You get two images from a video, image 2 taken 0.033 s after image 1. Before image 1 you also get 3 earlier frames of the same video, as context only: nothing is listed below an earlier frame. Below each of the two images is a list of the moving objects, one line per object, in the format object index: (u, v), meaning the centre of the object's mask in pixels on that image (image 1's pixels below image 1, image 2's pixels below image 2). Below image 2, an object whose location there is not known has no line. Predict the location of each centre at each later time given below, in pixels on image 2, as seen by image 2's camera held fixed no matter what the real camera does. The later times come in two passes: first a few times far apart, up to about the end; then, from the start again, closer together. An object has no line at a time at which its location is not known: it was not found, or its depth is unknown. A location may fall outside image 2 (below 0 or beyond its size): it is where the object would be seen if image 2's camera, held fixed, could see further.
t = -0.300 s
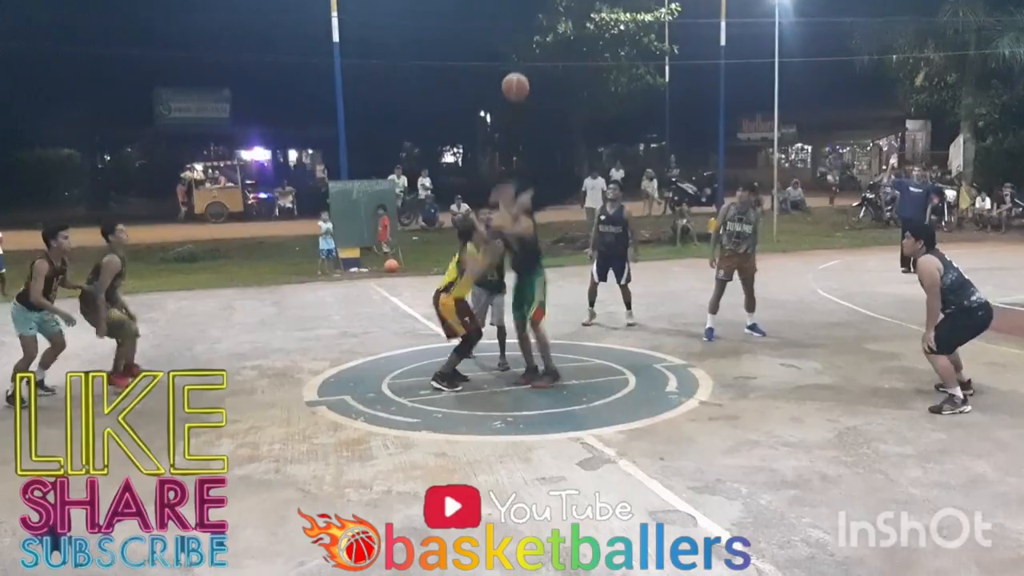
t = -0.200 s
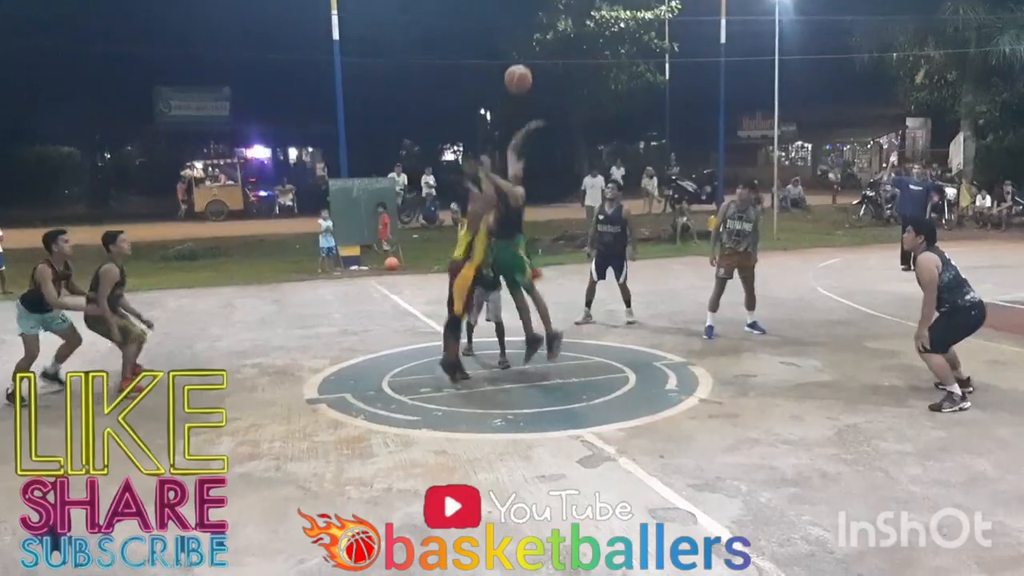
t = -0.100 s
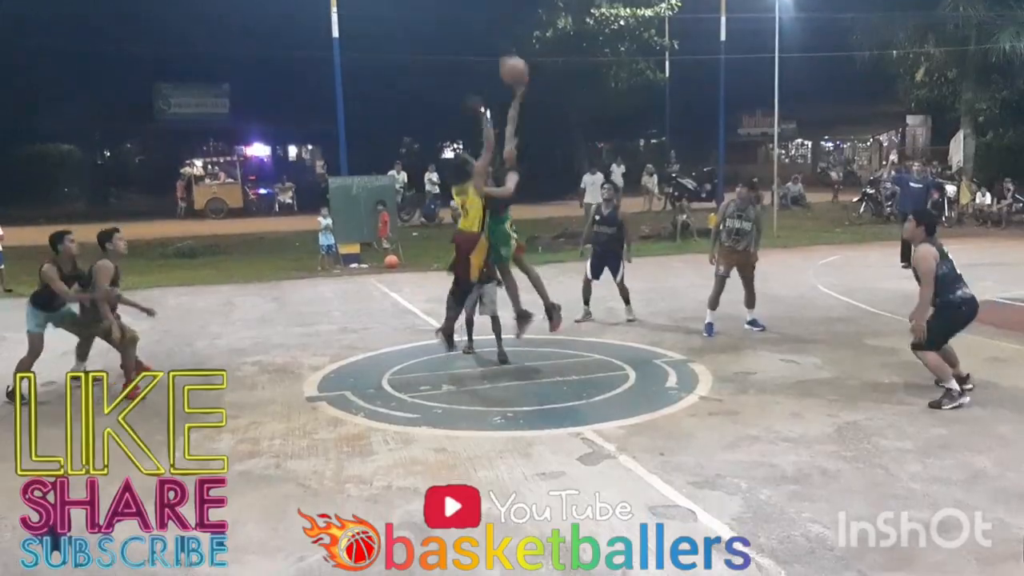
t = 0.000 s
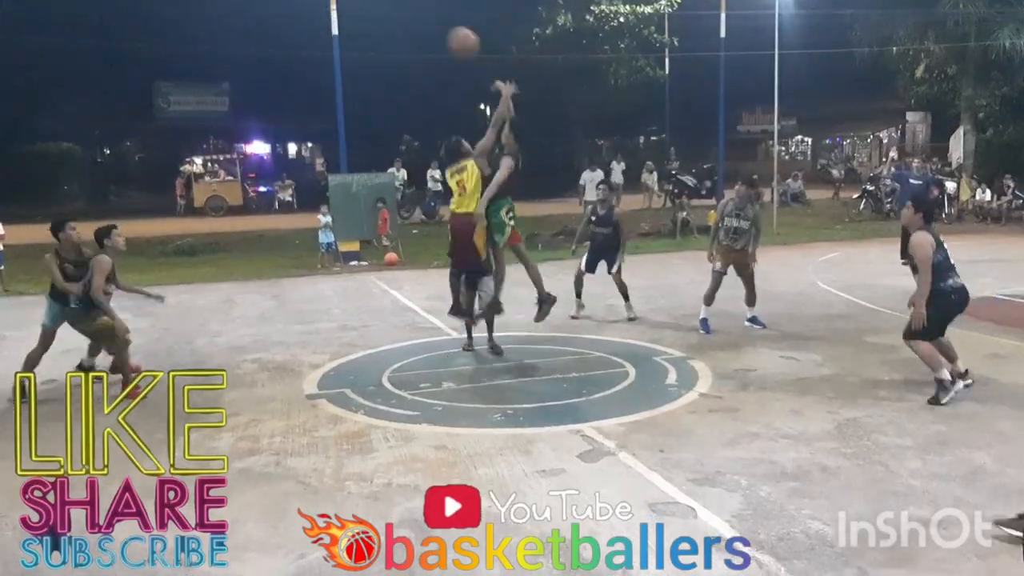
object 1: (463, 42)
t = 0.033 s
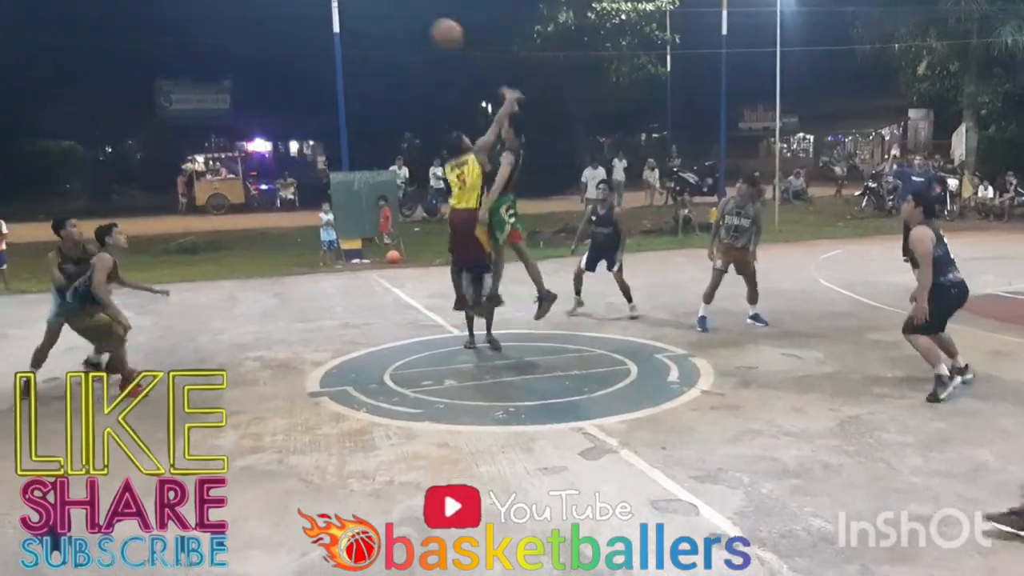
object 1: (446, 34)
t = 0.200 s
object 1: (361, 22)
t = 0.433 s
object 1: (250, 56)
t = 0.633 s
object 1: (169, 126)
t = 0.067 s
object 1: (429, 29)
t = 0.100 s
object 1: (412, 25)
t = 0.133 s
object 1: (394, 23)
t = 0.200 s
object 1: (361, 22)
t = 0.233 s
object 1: (345, 23)
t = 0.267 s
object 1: (327, 26)
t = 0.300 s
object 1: (311, 29)
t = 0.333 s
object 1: (296, 34)
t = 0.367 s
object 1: (280, 40)
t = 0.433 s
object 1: (250, 56)
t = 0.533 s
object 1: (209, 85)
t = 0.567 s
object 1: (197, 95)
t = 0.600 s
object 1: (183, 111)
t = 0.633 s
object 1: (169, 126)
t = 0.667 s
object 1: (156, 140)
